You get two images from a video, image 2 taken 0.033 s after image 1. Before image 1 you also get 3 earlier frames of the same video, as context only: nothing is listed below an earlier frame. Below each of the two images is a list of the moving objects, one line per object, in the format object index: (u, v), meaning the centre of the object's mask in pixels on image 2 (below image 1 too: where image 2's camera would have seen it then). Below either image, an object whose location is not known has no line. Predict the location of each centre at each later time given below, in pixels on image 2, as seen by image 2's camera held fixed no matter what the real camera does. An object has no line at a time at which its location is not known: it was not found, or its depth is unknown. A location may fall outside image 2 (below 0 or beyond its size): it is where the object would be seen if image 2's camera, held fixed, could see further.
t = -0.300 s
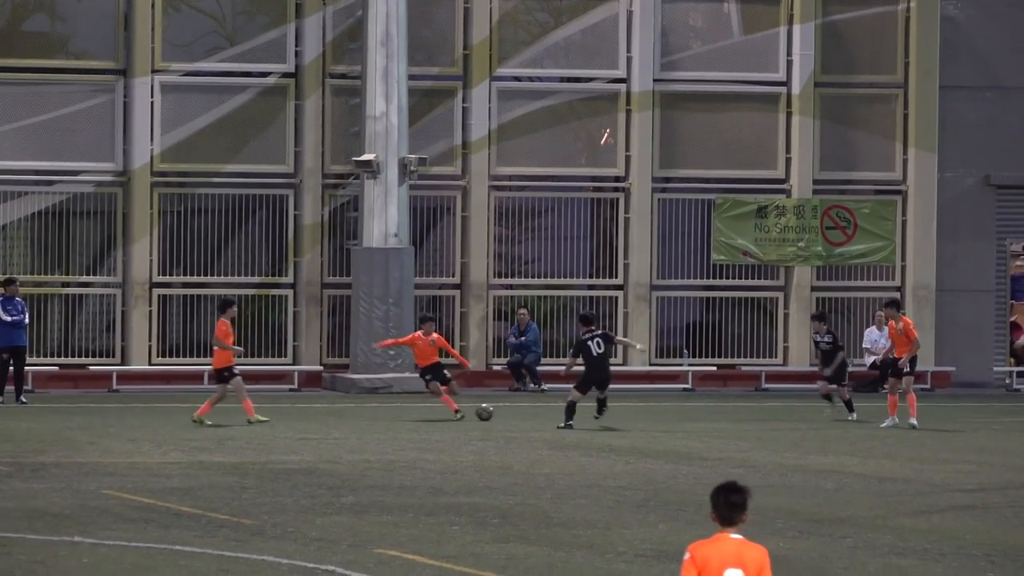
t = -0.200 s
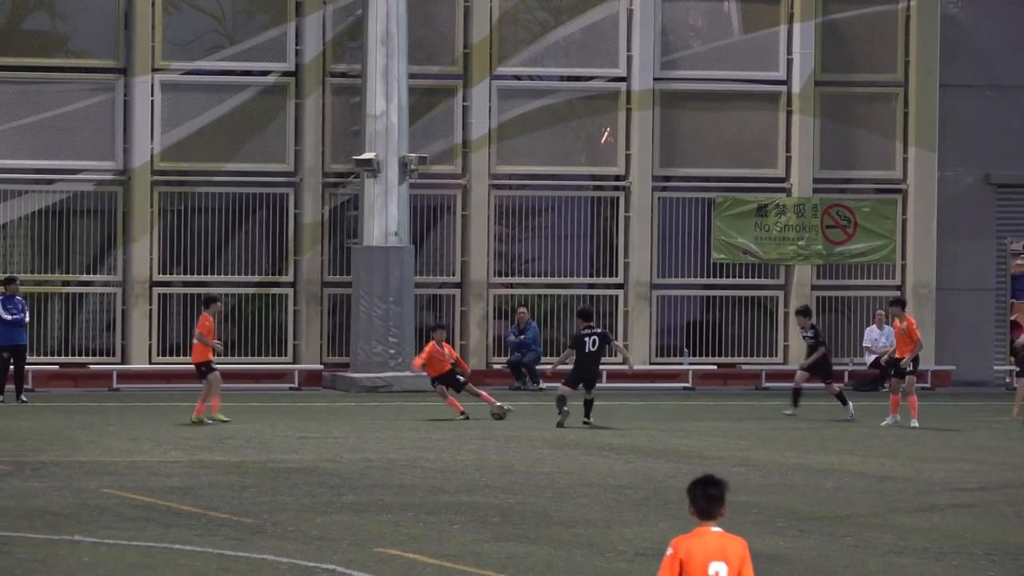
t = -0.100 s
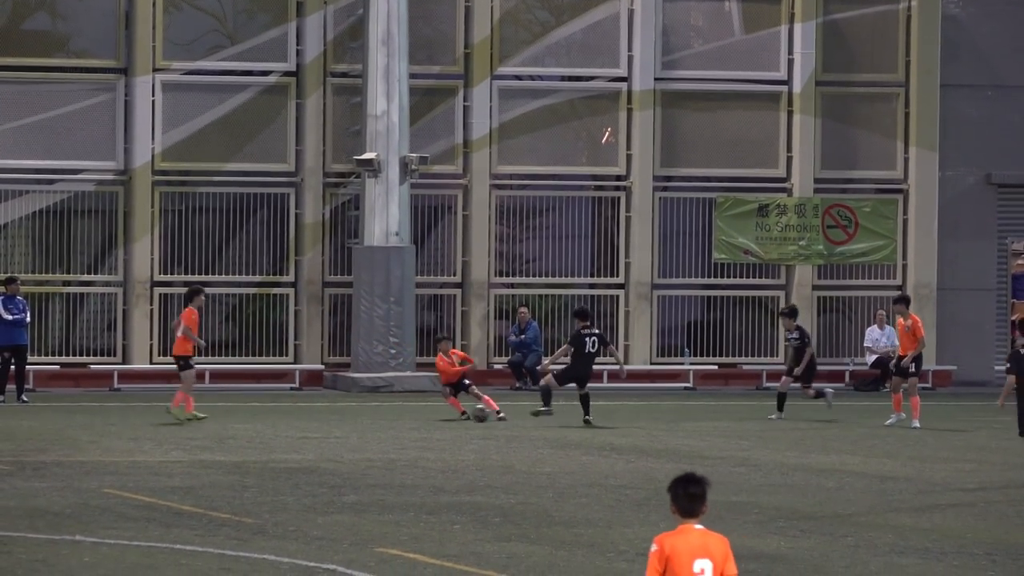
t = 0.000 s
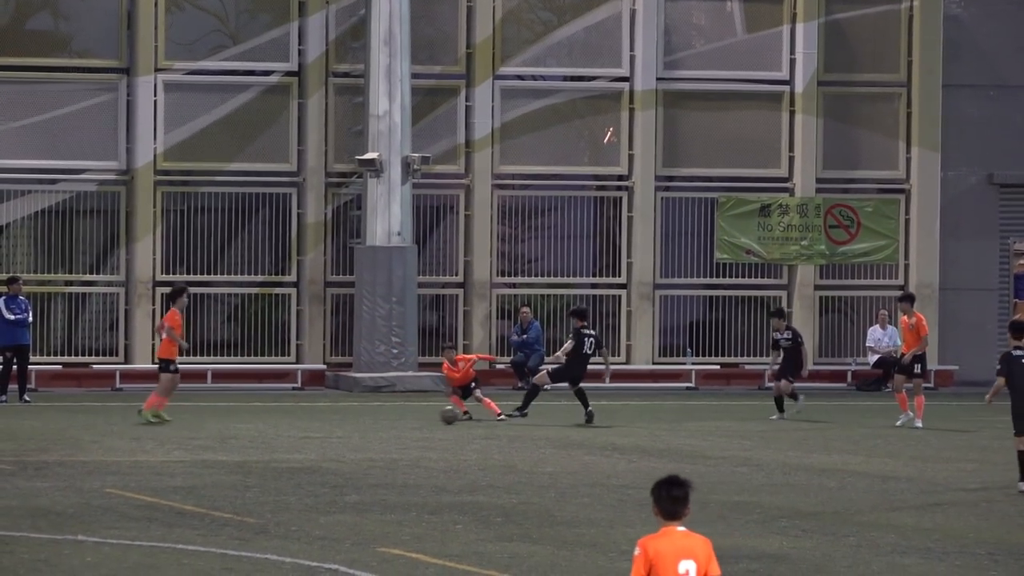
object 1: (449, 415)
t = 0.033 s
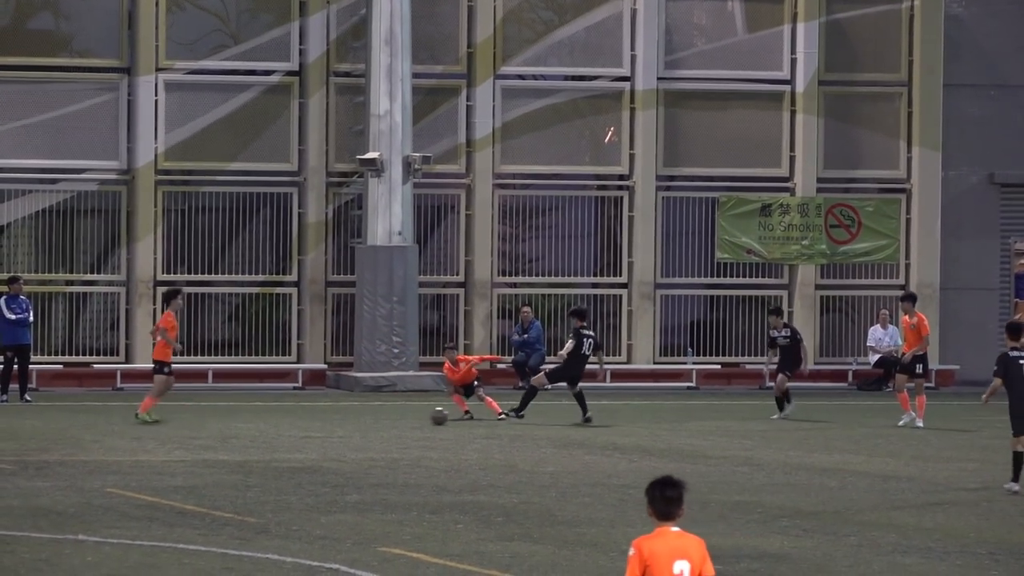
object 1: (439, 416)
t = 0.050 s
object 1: (434, 416)
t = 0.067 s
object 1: (429, 417)
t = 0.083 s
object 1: (424, 417)
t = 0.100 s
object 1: (419, 417)
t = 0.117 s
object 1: (414, 418)
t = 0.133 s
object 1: (409, 418)
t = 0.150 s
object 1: (404, 418)
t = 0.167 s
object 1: (400, 418)
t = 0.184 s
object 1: (395, 419)
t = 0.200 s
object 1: (391, 419)
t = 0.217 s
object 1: (387, 420)
